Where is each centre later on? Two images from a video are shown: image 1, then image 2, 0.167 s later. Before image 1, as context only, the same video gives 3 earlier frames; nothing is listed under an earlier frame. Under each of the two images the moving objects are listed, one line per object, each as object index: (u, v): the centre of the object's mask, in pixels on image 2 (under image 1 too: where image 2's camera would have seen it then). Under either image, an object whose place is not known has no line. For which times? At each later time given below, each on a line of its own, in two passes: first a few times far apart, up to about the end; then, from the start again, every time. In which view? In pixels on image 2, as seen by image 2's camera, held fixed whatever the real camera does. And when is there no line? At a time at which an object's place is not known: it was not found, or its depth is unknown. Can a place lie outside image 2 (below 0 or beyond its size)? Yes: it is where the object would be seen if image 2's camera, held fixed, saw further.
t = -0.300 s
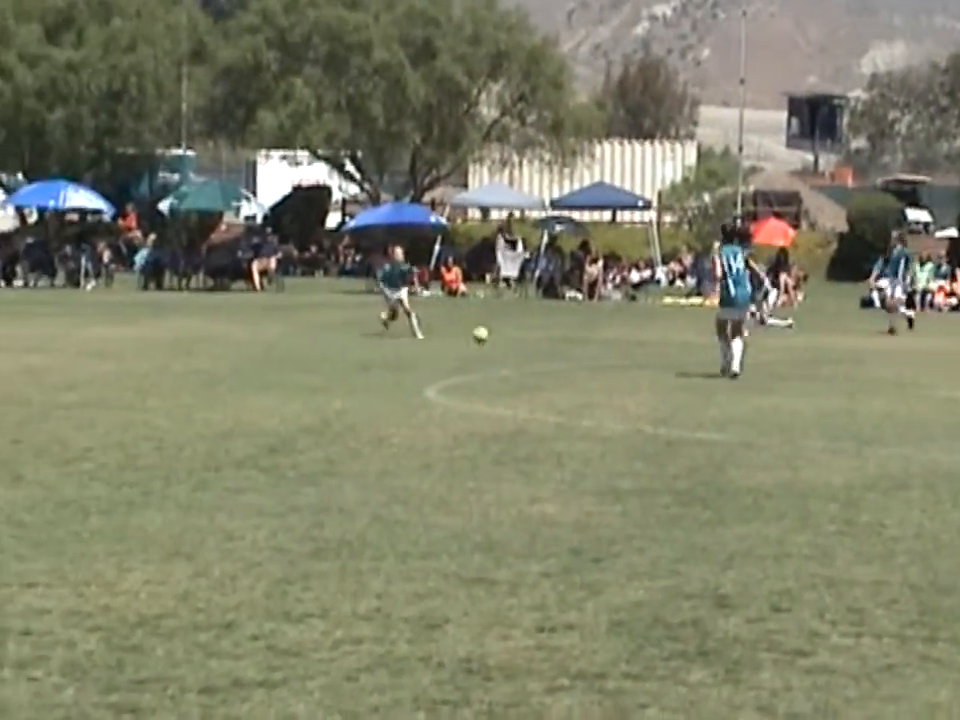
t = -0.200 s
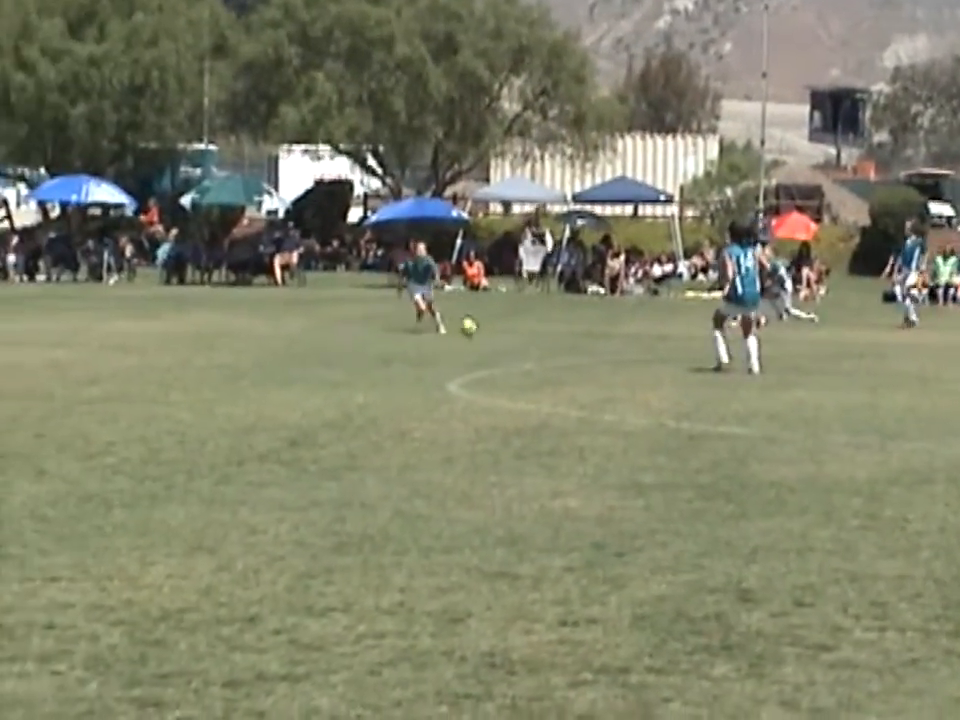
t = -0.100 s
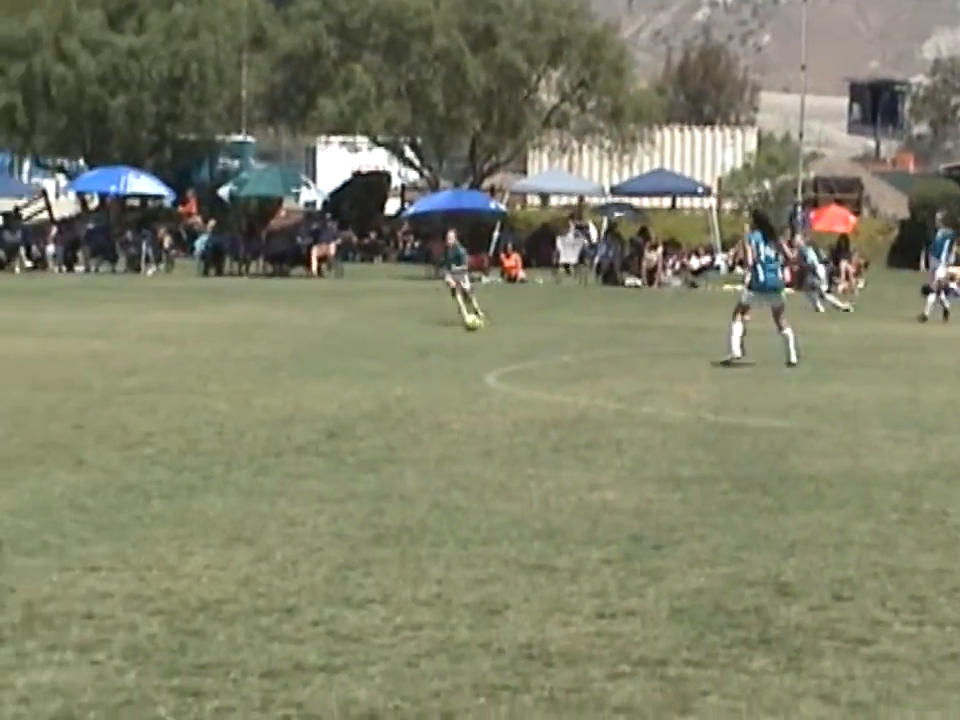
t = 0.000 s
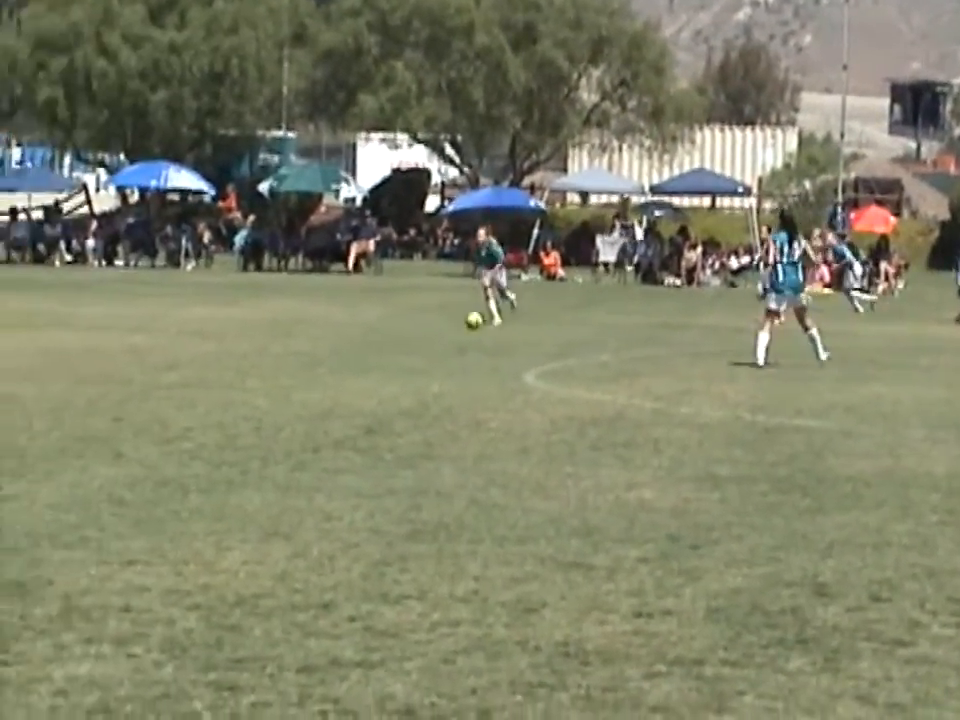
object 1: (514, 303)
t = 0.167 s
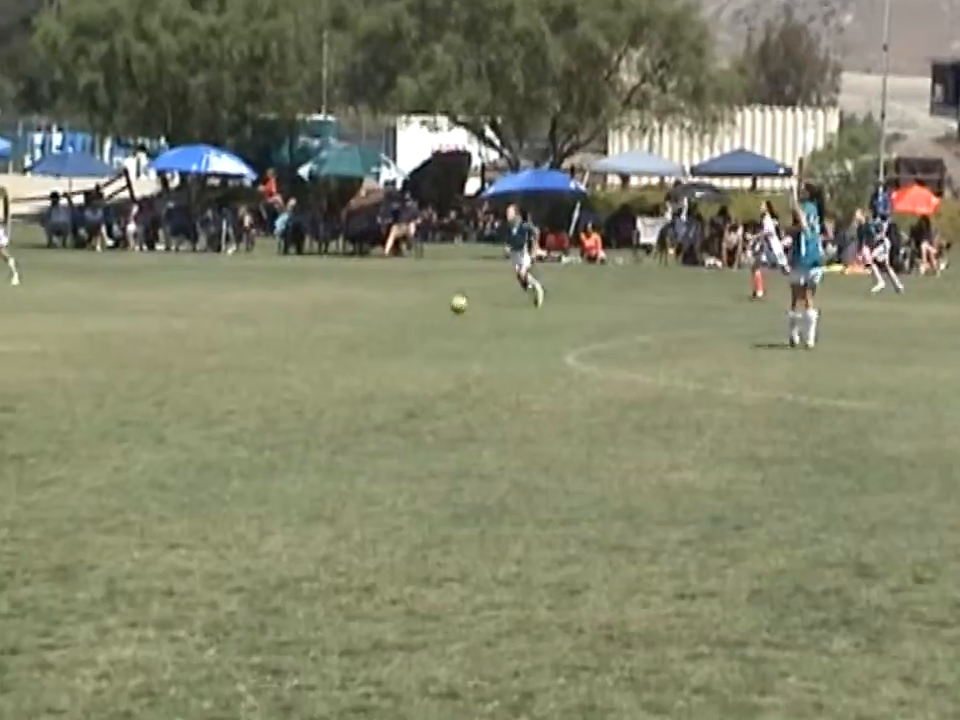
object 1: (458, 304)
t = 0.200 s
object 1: (447, 303)
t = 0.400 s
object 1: (379, 303)
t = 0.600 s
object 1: (312, 306)
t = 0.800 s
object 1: (244, 304)
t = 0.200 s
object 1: (447, 303)
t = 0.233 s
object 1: (435, 303)
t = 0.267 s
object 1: (424, 304)
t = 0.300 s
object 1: (413, 305)
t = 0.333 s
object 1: (402, 306)
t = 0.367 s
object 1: (391, 304)
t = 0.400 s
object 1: (379, 303)
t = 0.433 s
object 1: (368, 304)
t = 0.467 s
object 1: (357, 305)
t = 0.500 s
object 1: (346, 306)
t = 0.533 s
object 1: (334, 306)
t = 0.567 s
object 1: (323, 306)
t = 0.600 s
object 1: (312, 306)
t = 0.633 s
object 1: (301, 307)
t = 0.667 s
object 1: (290, 309)
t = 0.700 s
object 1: (278, 307)
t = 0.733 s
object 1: (267, 305)
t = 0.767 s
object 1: (256, 304)
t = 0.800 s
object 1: (244, 304)
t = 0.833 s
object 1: (233, 306)
